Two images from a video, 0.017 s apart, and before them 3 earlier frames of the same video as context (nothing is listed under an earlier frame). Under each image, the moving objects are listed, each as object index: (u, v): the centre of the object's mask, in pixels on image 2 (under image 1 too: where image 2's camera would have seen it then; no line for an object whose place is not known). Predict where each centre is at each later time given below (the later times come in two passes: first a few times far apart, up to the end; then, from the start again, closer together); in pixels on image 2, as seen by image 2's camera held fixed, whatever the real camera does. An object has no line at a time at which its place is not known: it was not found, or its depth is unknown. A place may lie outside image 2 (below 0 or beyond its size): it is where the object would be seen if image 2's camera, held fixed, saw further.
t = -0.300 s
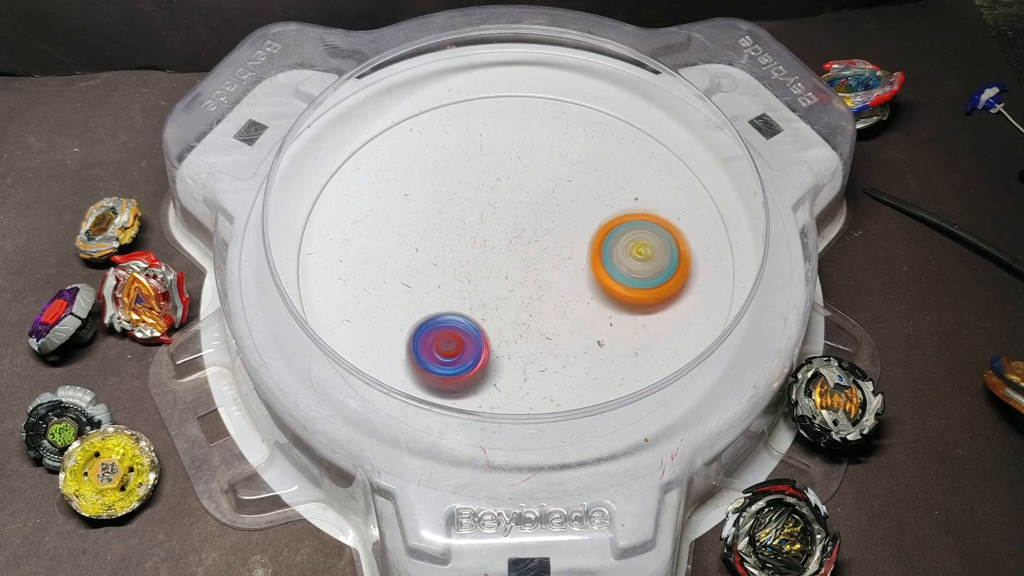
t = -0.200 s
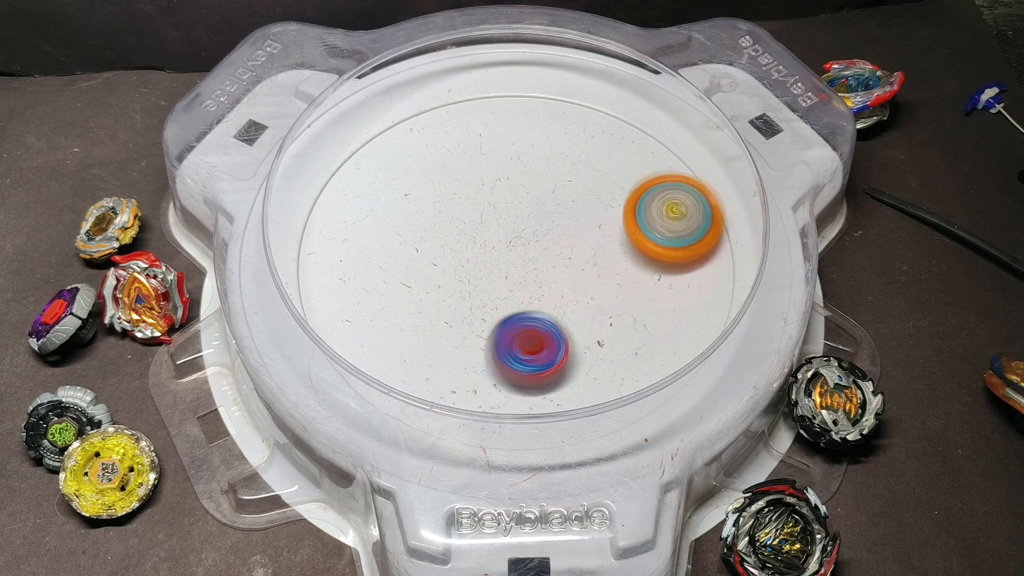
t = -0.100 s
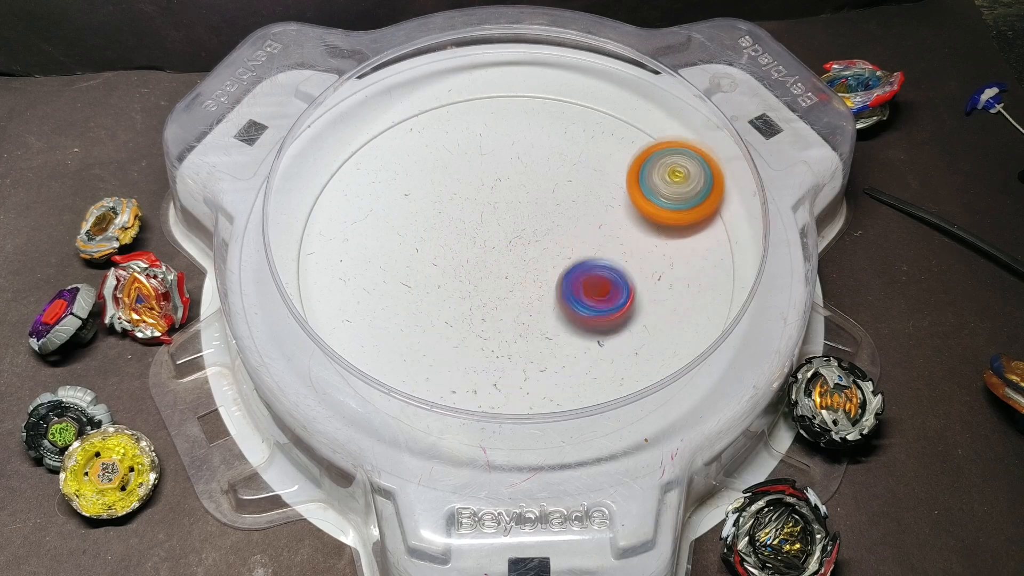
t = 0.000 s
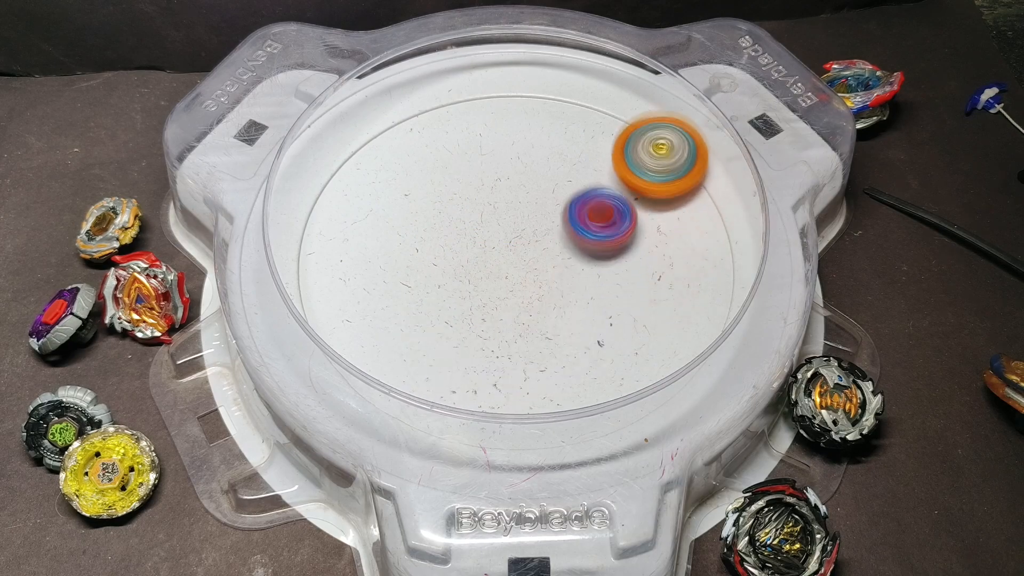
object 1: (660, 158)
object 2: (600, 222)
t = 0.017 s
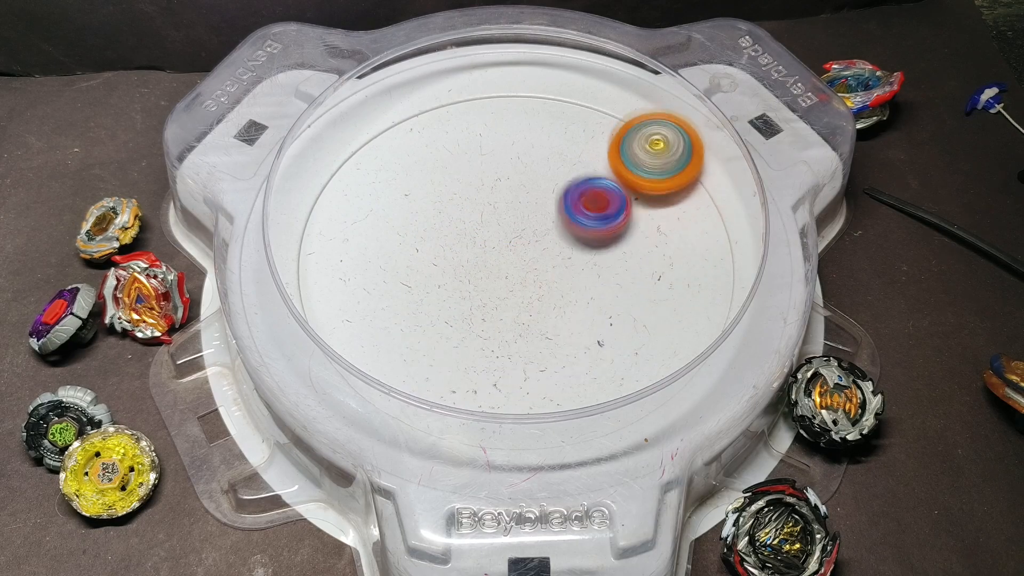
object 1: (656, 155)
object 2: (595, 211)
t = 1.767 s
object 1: (690, 250)
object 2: (472, 352)
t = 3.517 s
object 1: (600, 356)
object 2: (594, 211)
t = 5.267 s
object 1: (413, 293)
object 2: (543, 325)
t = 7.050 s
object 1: (483, 229)
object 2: (497, 322)
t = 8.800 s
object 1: (454, 212)
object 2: (535, 286)
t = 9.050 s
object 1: (494, 211)
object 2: (551, 275)
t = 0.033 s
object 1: (655, 150)
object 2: (584, 201)
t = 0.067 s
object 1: (654, 141)
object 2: (559, 186)
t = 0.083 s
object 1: (651, 138)
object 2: (546, 178)
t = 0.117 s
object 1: (645, 133)
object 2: (520, 166)
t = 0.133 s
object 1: (642, 130)
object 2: (507, 160)
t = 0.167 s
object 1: (634, 125)
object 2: (482, 157)
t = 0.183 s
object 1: (629, 124)
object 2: (469, 156)
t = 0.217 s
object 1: (621, 122)
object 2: (442, 160)
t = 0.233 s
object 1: (617, 121)
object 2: (429, 163)
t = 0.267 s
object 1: (606, 120)
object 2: (405, 175)
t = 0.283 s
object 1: (601, 121)
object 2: (394, 181)
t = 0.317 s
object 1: (590, 123)
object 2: (377, 200)
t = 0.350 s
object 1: (577, 126)
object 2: (366, 222)
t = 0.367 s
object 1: (572, 129)
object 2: (364, 234)
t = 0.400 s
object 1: (562, 133)
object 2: (365, 259)
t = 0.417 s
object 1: (556, 137)
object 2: (370, 272)
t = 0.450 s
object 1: (547, 143)
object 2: (385, 296)
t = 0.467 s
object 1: (543, 147)
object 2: (395, 307)
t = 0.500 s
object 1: (534, 155)
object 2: (420, 326)
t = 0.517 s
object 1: (531, 160)
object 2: (435, 333)
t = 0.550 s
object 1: (525, 169)
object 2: (467, 344)
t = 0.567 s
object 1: (522, 173)
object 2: (484, 347)
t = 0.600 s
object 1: (516, 184)
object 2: (518, 346)
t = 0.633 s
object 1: (513, 194)
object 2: (550, 338)
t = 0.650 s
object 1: (511, 198)
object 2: (566, 333)
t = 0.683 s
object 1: (507, 208)
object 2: (593, 317)
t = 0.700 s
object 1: (506, 214)
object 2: (604, 308)
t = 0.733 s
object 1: (505, 223)
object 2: (624, 287)
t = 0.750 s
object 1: (503, 228)
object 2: (631, 277)
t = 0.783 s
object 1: (503, 238)
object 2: (640, 252)
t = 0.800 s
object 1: (504, 244)
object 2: (642, 240)
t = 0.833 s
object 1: (504, 253)
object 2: (642, 214)
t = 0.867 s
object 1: (505, 263)
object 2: (635, 192)
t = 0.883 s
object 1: (507, 268)
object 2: (630, 181)
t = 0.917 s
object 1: (508, 277)
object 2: (614, 161)
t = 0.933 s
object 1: (510, 282)
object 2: (605, 152)
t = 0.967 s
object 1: (514, 290)
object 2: (582, 138)
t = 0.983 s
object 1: (515, 295)
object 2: (570, 133)
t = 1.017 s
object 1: (519, 303)
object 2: (542, 126)
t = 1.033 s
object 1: (522, 307)
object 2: (528, 124)
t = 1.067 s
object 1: (526, 314)
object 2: (500, 126)
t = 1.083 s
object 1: (529, 318)
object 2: (486, 129)
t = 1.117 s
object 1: (536, 325)
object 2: (459, 138)
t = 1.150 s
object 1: (542, 331)
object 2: (436, 153)
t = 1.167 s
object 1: (546, 334)
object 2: (426, 161)
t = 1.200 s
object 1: (553, 338)
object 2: (410, 182)
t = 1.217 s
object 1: (557, 340)
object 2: (404, 194)
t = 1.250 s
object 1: (564, 345)
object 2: (396, 219)
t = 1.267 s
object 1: (569, 347)
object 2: (394, 232)
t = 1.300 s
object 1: (576, 349)
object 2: (395, 258)
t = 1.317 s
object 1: (580, 350)
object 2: (399, 271)
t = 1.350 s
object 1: (588, 350)
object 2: (412, 296)
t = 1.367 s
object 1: (592, 350)
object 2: (421, 308)
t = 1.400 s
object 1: (599, 349)
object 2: (443, 329)
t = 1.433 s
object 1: (605, 346)
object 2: (469, 346)
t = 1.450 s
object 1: (607, 345)
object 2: (484, 353)
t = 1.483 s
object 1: (613, 341)
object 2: (516, 362)
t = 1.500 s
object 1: (627, 337)
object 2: (510, 365)
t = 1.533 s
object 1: (659, 327)
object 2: (481, 368)
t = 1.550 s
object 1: (672, 318)
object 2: (470, 367)
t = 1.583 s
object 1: (687, 305)
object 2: (452, 364)
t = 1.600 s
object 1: (690, 301)
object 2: (444, 363)
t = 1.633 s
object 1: (695, 290)
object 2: (437, 358)
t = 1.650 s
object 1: (696, 285)
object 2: (436, 356)
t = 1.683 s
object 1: (697, 276)
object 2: (440, 353)
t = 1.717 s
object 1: (695, 265)
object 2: (449, 351)
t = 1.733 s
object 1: (694, 261)
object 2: (456, 350)
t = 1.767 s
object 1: (690, 250)
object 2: (472, 352)
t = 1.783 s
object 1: (687, 246)
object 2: (482, 352)
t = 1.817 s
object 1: (682, 237)
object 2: (506, 350)
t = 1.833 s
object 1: (678, 233)
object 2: (516, 345)
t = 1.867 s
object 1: (670, 226)
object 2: (534, 331)
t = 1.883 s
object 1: (666, 222)
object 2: (541, 323)
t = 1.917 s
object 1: (656, 215)
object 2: (549, 304)
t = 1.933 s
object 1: (652, 213)
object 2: (551, 294)
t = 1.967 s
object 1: (641, 207)
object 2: (550, 274)
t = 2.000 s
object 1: (630, 203)
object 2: (543, 256)
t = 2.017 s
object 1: (624, 201)
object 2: (538, 247)
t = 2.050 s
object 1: (612, 196)
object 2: (525, 232)
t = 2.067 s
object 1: (607, 195)
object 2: (517, 224)
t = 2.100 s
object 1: (594, 193)
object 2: (497, 212)
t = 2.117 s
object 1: (587, 192)
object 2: (488, 208)
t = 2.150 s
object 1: (574, 191)
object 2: (466, 202)
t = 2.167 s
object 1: (567, 190)
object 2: (454, 201)
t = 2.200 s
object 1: (553, 190)
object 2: (433, 202)
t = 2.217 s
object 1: (547, 191)
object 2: (423, 205)
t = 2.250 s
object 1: (533, 192)
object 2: (404, 214)
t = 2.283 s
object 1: (520, 194)
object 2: (390, 228)
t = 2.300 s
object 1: (514, 195)
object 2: (386, 236)
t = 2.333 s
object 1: (499, 199)
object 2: (383, 255)
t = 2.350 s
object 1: (493, 201)
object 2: (386, 265)
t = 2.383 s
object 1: (478, 207)
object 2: (398, 282)
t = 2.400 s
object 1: (473, 210)
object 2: (407, 290)
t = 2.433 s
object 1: (461, 216)
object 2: (428, 302)
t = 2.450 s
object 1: (455, 217)
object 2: (440, 307)
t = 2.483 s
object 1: (446, 225)
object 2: (466, 311)
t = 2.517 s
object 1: (436, 233)
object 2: (492, 309)
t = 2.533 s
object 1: (432, 238)
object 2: (504, 305)
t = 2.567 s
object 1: (424, 245)
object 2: (526, 297)
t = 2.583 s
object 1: (422, 248)
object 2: (536, 290)
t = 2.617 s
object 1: (417, 255)
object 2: (553, 276)
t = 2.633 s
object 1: (414, 261)
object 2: (560, 267)
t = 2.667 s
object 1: (412, 271)
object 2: (571, 250)
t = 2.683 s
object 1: (410, 274)
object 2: (574, 240)
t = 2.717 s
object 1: (408, 283)
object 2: (577, 221)
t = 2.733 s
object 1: (408, 287)
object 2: (577, 211)
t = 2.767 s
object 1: (406, 296)
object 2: (573, 193)
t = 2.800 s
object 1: (408, 304)
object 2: (563, 176)
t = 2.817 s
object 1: (408, 308)
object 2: (558, 168)
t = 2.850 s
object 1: (410, 316)
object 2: (541, 156)
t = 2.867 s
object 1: (412, 320)
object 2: (532, 152)
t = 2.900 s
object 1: (416, 328)
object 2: (511, 146)
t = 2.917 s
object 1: (419, 332)
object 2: (501, 146)
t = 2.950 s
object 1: (423, 338)
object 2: (479, 148)
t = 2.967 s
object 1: (427, 342)
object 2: (469, 153)
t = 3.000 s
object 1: (434, 347)
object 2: (452, 164)
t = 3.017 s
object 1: (439, 351)
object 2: (445, 172)
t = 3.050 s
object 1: (448, 355)
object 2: (435, 190)
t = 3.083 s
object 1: (458, 359)
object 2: (431, 209)
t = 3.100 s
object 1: (464, 360)
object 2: (432, 220)
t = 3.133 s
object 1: (474, 361)
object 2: (436, 240)
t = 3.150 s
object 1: (480, 361)
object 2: (441, 250)
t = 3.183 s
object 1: (491, 359)
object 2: (454, 268)
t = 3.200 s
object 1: (496, 358)
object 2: (462, 275)
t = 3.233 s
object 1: (506, 356)
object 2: (480, 283)
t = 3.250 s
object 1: (512, 362)
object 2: (492, 276)
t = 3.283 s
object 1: (525, 373)
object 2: (510, 261)
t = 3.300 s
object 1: (530, 375)
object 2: (519, 254)
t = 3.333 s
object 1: (543, 375)
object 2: (536, 239)
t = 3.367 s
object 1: (554, 374)
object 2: (553, 231)
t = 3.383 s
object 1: (561, 373)
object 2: (562, 227)
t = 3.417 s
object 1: (571, 371)
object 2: (575, 221)
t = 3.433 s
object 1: (577, 369)
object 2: (580, 219)
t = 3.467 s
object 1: (586, 365)
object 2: (586, 218)
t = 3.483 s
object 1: (592, 362)
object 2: (589, 216)
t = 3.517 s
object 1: (600, 356)
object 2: (594, 211)
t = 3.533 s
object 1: (604, 354)
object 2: (595, 209)
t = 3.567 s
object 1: (611, 346)
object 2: (595, 205)
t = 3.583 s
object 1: (613, 344)
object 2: (593, 203)
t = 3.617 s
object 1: (617, 334)
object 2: (589, 199)
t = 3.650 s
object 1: (621, 325)
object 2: (582, 199)
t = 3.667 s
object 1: (621, 321)
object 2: (578, 198)
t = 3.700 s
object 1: (623, 312)
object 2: (572, 201)
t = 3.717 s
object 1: (623, 308)
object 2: (568, 204)
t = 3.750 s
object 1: (623, 299)
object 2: (562, 209)
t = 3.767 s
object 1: (622, 294)
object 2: (559, 212)
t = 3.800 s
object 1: (620, 286)
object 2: (553, 220)
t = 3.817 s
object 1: (618, 281)
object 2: (550, 225)
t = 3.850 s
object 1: (616, 275)
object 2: (543, 232)
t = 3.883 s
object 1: (619, 271)
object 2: (531, 231)
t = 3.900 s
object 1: (619, 270)
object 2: (525, 232)
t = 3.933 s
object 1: (616, 262)
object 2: (516, 239)
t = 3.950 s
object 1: (615, 259)
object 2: (513, 244)
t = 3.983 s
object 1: (611, 252)
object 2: (508, 256)
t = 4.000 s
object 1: (609, 249)
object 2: (507, 264)
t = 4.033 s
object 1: (604, 242)
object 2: (508, 277)
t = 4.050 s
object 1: (601, 239)
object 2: (511, 284)
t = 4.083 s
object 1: (595, 233)
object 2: (520, 297)
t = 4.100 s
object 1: (591, 231)
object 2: (526, 302)
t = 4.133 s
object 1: (584, 226)
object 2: (541, 309)
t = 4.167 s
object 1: (576, 221)
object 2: (557, 311)
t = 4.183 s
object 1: (571, 220)
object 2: (566, 310)
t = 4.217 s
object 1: (563, 216)
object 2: (580, 304)
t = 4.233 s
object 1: (559, 215)
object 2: (585, 299)
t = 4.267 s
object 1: (550, 212)
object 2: (592, 287)
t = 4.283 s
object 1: (545, 211)
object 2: (593, 281)
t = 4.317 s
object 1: (534, 203)
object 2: (594, 277)
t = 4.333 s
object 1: (525, 196)
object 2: (598, 282)
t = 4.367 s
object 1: (504, 182)
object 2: (602, 291)
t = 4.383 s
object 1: (494, 179)
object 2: (603, 295)
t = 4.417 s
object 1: (474, 170)
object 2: (602, 296)
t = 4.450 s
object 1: (457, 168)
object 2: (601, 297)
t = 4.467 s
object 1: (445, 167)
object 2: (600, 297)
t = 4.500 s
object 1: (429, 169)
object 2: (597, 298)
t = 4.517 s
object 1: (419, 171)
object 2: (596, 299)
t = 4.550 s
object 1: (406, 174)
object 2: (592, 298)
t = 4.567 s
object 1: (399, 178)
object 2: (589, 298)
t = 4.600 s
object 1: (391, 182)
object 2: (583, 298)
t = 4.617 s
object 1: (387, 184)
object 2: (580, 299)
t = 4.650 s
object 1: (378, 188)
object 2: (571, 299)
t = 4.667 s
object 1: (375, 191)
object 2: (567, 299)
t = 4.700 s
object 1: (368, 196)
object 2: (556, 300)
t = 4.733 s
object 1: (364, 201)
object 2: (545, 301)
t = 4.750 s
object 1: (360, 204)
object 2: (540, 301)
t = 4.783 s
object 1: (357, 210)
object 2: (529, 303)
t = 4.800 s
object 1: (355, 214)
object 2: (523, 305)
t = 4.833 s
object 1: (352, 221)
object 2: (512, 307)
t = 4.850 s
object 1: (351, 225)
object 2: (507, 310)
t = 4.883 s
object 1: (350, 233)
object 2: (498, 314)
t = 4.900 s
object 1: (351, 237)
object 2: (493, 316)
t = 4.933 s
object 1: (352, 244)
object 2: (488, 320)
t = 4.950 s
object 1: (354, 249)
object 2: (486, 322)
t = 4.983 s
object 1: (358, 256)
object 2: (482, 327)
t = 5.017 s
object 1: (363, 264)
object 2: (479, 329)
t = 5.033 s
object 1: (366, 268)
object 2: (478, 331)
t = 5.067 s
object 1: (372, 274)
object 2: (477, 333)
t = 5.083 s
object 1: (376, 278)
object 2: (477, 332)
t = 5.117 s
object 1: (384, 284)
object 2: (478, 333)
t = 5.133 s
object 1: (388, 287)
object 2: (478, 332)
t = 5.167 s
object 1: (394, 290)
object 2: (487, 333)
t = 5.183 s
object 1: (394, 290)
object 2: (499, 336)
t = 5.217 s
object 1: (400, 288)
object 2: (519, 336)
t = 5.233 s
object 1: (405, 290)
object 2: (528, 333)
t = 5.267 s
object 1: (413, 293)
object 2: (543, 325)
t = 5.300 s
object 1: (424, 295)
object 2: (557, 315)
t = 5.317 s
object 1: (429, 297)
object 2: (562, 308)
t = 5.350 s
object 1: (439, 298)
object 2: (570, 293)
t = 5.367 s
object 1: (445, 299)
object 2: (572, 286)
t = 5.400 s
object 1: (454, 299)
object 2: (573, 271)
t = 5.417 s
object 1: (461, 299)
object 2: (572, 263)
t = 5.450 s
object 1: (471, 299)
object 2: (568, 249)
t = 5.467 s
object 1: (475, 297)
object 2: (565, 242)
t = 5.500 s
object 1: (486, 296)
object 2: (555, 229)
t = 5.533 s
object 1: (495, 294)
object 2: (543, 217)
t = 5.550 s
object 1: (500, 292)
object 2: (536, 213)
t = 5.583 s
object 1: (509, 291)
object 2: (521, 205)
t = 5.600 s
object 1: (513, 287)
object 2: (512, 202)
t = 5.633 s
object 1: (522, 284)
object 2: (495, 198)
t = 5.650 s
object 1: (526, 283)
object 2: (486, 197)
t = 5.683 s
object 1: (534, 278)
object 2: (469, 197)
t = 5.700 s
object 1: (538, 276)
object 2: (461, 199)
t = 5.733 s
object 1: (545, 272)
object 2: (446, 206)
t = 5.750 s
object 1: (549, 270)
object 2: (439, 211)
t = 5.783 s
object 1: (556, 265)
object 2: (427, 221)
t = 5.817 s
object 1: (562, 260)
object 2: (420, 235)
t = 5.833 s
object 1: (565, 258)
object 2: (418, 241)
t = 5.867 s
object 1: (571, 252)
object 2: (419, 256)
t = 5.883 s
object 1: (574, 250)
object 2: (421, 264)
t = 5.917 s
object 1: (579, 243)
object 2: (431, 278)
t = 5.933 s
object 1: (582, 241)
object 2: (437, 284)
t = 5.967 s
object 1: (585, 235)
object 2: (451, 295)
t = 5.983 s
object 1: (588, 231)
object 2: (460, 299)
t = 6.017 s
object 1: (591, 226)
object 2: (478, 305)
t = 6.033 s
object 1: (592, 223)
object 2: (488, 307)
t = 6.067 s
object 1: (595, 216)
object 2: (508, 308)
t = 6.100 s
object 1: (596, 211)
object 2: (527, 305)
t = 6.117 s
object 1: (596, 207)
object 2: (536, 302)
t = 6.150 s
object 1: (597, 202)
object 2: (553, 294)
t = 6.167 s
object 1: (596, 199)
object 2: (561, 291)
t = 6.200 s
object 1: (596, 194)
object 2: (575, 280)
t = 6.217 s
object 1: (595, 191)
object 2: (580, 274)
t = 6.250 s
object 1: (592, 185)
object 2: (589, 266)
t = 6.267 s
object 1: (592, 176)
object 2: (589, 272)
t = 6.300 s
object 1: (590, 162)
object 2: (590, 282)
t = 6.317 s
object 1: (588, 160)
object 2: (591, 285)
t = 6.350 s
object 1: (583, 155)
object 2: (593, 287)
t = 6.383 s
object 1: (577, 150)
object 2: (595, 289)
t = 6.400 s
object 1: (575, 148)
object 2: (596, 288)
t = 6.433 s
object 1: (568, 145)
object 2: (596, 287)
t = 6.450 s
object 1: (565, 144)
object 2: (596, 286)
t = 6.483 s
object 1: (558, 143)
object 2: (593, 285)
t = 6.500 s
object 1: (553, 142)
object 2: (591, 284)
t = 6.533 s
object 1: (547, 142)
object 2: (586, 283)
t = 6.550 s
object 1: (542, 142)
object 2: (584, 283)
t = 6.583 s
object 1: (534, 144)
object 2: (576, 281)
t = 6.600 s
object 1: (531, 146)
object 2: (572, 280)
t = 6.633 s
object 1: (524, 149)
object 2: (562, 280)
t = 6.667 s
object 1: (518, 154)
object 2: (552, 280)
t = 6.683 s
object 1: (515, 156)
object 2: (547, 281)
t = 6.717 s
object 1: (509, 161)
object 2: (534, 283)
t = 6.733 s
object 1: (507, 165)
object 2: (528, 285)
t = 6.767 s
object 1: (502, 170)
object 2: (518, 288)
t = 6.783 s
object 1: (501, 172)
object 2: (512, 291)
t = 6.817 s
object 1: (497, 179)
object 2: (503, 297)
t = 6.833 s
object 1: (494, 183)
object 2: (499, 301)
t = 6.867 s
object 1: (493, 188)
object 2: (493, 308)
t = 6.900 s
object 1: (490, 196)
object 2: (491, 314)
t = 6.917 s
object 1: (487, 199)
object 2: (491, 318)
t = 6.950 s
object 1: (487, 205)
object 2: (491, 320)
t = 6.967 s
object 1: (485, 211)
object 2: (492, 322)
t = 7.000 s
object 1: (483, 217)
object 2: (494, 322)
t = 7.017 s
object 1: (484, 221)
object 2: (495, 324)
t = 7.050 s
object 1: (483, 229)
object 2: (497, 322)
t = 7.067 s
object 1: (484, 233)
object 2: (498, 321)
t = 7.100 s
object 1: (482, 240)
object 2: (502, 320)
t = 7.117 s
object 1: (483, 241)
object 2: (503, 319)
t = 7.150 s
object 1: (485, 224)
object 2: (510, 360)
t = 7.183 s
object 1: (485, 209)
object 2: (520, 385)
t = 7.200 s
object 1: (485, 204)
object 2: (526, 407)
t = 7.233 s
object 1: (484, 198)
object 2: (540, 430)
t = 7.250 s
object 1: (484, 197)
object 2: (546, 430)
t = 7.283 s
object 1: (482, 199)
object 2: (555, 422)
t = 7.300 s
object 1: (480, 199)
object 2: (559, 411)
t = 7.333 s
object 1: (476, 203)
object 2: (567, 401)
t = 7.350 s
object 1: (473, 205)
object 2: (570, 395)
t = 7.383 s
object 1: (468, 209)
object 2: (573, 381)
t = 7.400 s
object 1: (467, 212)
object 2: (575, 379)
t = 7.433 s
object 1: (464, 216)
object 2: (580, 374)
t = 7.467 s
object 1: (463, 221)
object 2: (582, 369)
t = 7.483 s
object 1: (463, 223)
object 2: (582, 368)
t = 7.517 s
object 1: (461, 229)
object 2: (580, 361)
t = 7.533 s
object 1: (460, 231)
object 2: (578, 355)
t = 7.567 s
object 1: (459, 237)
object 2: (571, 346)
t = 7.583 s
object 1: (460, 240)
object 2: (566, 340)
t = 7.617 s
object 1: (461, 245)
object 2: (555, 330)
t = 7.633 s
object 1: (463, 247)
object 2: (549, 325)
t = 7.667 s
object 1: (465, 253)
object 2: (537, 316)
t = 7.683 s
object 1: (465, 256)
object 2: (531, 312)
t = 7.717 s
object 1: (458, 248)
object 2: (538, 325)
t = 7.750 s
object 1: (454, 244)
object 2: (544, 334)
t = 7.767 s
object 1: (454, 244)
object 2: (545, 334)
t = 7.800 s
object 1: (453, 247)
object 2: (544, 335)
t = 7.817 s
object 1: (452, 247)
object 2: (543, 334)
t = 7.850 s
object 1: (452, 250)
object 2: (541, 332)
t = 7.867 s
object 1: (452, 252)
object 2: (539, 330)
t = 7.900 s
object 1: (453, 255)
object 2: (535, 325)
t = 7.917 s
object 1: (455, 256)
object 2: (532, 323)
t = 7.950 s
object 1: (457, 259)
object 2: (525, 317)
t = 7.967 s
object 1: (455, 256)
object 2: (526, 320)
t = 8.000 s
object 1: (447, 247)
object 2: (535, 330)
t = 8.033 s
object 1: (443, 240)
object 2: (541, 336)
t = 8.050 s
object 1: (442, 239)
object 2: (543, 337)
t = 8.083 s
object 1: (439, 236)
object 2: (548, 339)
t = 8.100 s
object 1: (436, 234)
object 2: (551, 338)
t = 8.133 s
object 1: (433, 232)
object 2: (557, 336)
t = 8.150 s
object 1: (433, 232)
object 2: (559, 333)
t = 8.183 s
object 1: (430, 229)
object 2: (561, 329)
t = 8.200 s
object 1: (428, 228)
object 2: (561, 325)
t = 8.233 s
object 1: (426, 226)
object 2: (561, 318)
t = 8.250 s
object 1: (426, 226)
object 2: (559, 313)
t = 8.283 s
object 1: (425, 225)
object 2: (555, 304)
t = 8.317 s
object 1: (425, 223)
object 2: (547, 294)
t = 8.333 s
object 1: (424, 222)
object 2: (543, 292)
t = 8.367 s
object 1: (425, 222)
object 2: (534, 283)
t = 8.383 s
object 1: (427, 223)
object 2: (529, 280)
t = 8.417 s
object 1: (429, 223)
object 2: (518, 273)
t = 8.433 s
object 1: (430, 223)
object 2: (513, 270)
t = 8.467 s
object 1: (431, 221)
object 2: (510, 269)
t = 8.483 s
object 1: (431, 220)
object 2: (508, 270)
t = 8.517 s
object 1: (432, 218)
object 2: (505, 272)
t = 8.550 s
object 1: (432, 215)
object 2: (508, 276)
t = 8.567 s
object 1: (432, 214)
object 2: (509, 278)
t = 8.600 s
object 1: (432, 213)
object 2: (513, 281)
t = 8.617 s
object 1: (434, 213)
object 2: (515, 283)
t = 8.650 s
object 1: (436, 213)
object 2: (518, 285)
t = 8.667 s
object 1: (437, 212)
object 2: (520, 286)
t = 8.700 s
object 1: (441, 212)
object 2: (524, 286)
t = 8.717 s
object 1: (443, 213)
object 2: (526, 288)
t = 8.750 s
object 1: (448, 213)
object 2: (529, 287)
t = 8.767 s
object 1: (450, 213)
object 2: (531, 287)
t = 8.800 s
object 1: (454, 212)
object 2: (535, 286)
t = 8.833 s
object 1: (460, 213)
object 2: (537, 282)
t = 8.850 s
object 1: (463, 213)
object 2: (538, 282)
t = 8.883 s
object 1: (468, 213)
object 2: (538, 278)
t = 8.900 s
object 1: (471, 213)
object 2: (538, 277)
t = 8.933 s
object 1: (476, 214)
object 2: (539, 273)
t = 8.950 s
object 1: (479, 214)
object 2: (539, 272)
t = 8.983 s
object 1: (484, 212)
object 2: (543, 273)
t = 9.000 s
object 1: (486, 212)
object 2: (545, 273)
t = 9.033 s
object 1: (491, 212)
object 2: (549, 275)
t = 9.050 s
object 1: (494, 211)
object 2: (551, 275)
